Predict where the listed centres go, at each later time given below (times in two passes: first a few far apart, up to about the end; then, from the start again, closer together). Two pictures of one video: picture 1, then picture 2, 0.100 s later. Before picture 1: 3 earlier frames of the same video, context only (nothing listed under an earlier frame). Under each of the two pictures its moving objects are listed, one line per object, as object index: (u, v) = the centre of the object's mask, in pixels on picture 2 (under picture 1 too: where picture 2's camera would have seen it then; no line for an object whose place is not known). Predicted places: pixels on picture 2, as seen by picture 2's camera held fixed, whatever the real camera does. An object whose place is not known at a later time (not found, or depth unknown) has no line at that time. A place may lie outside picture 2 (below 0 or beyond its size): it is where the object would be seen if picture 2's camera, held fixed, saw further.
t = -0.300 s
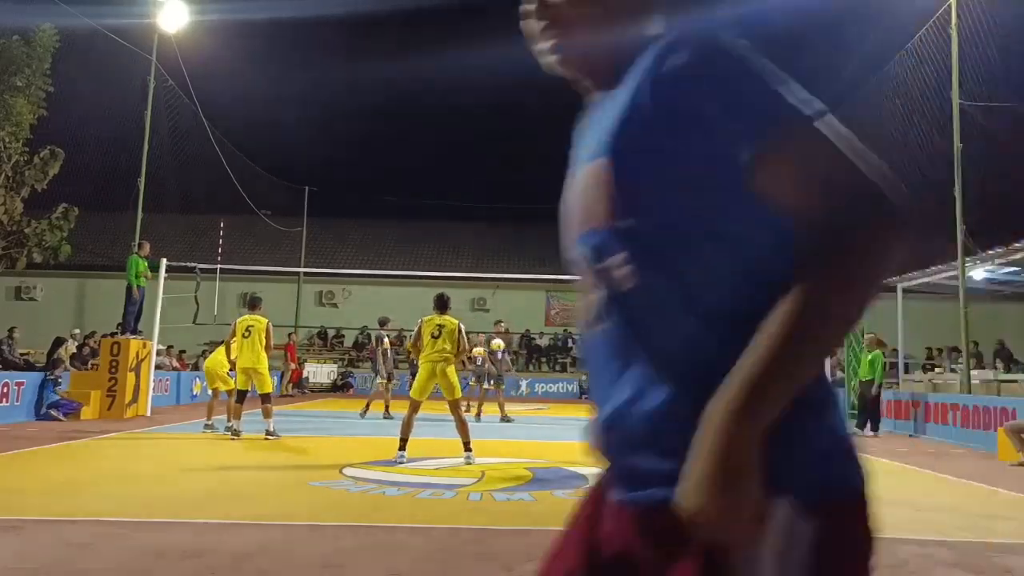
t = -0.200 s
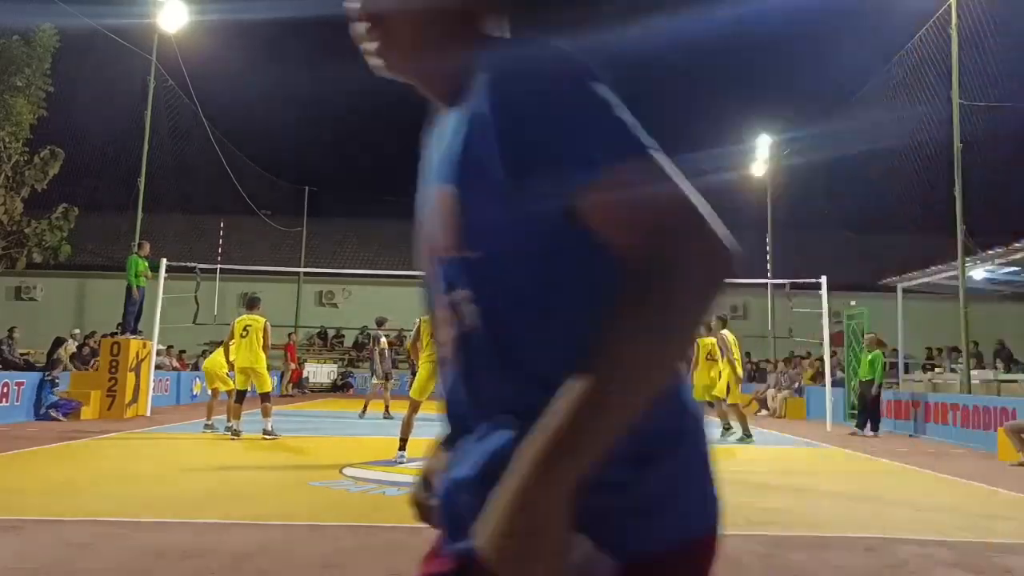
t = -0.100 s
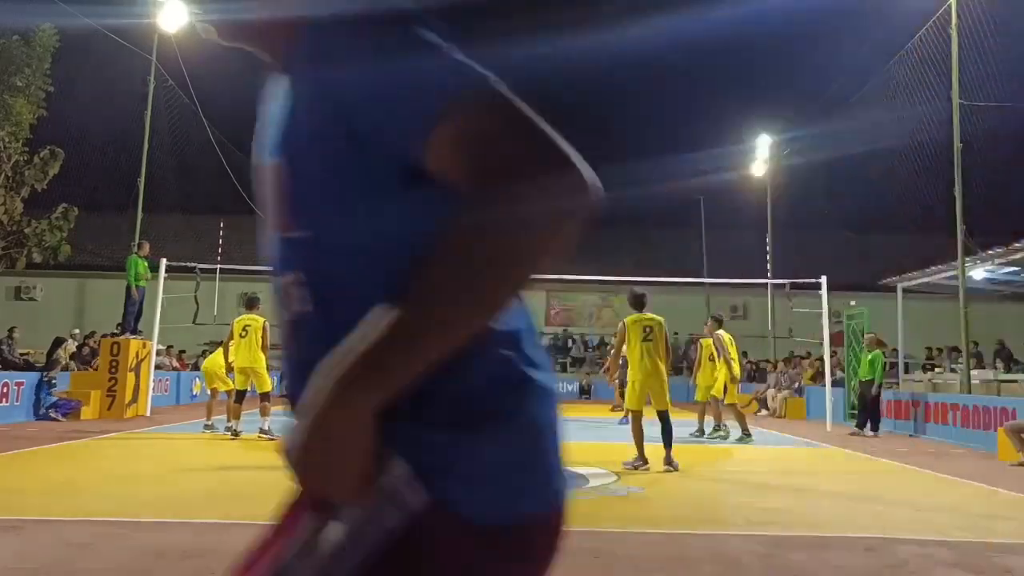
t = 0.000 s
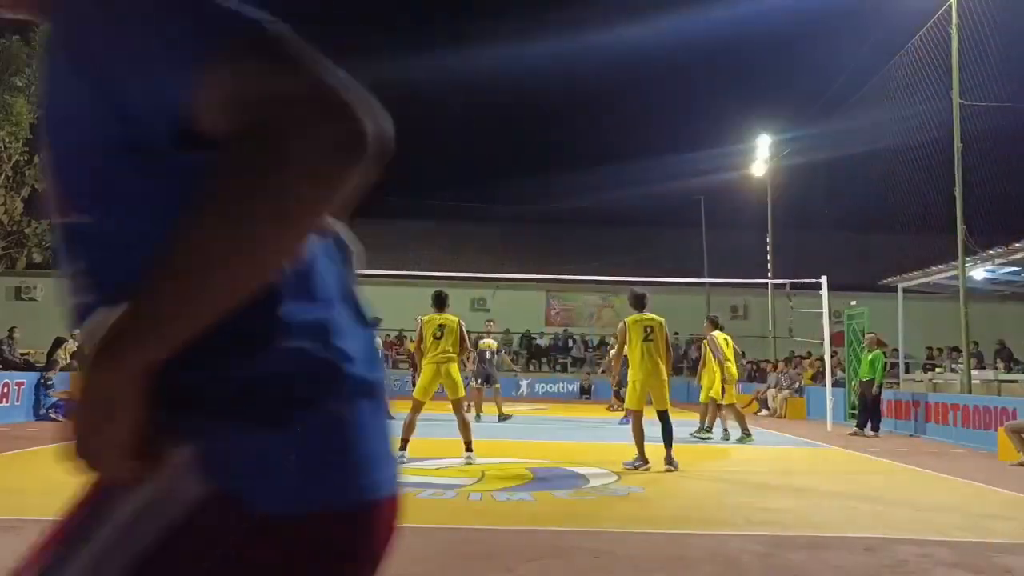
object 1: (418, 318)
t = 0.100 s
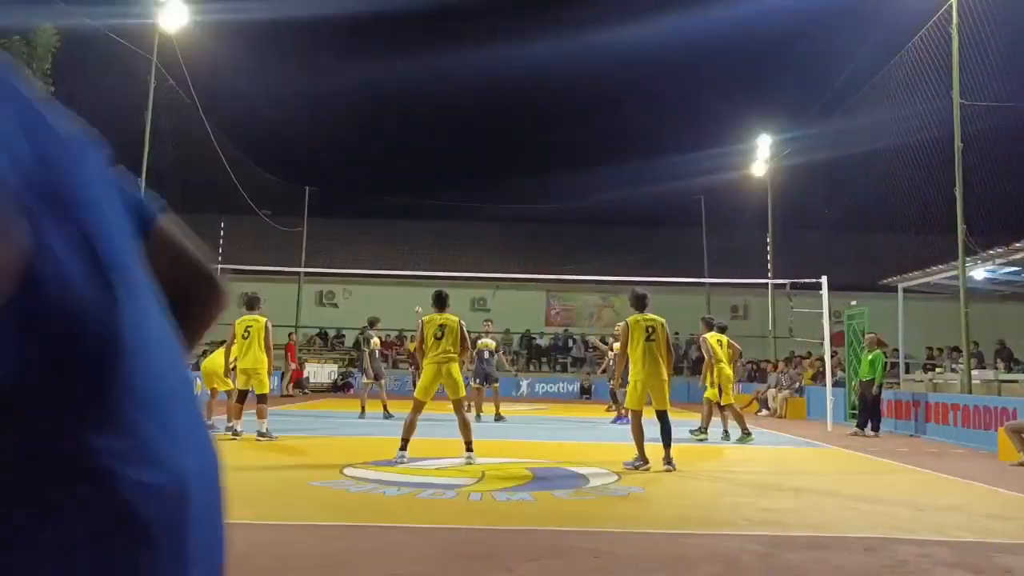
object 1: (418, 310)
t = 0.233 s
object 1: (417, 283)
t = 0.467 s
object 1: (414, 247)
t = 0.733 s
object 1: (413, 227)
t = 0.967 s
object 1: (411, 239)
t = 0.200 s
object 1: (418, 289)
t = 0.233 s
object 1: (417, 283)
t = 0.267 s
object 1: (417, 278)
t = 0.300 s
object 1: (417, 270)
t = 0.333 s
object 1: (416, 265)
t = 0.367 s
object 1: (416, 260)
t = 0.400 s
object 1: (415, 256)
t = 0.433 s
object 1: (415, 251)
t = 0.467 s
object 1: (414, 247)
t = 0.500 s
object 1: (414, 243)
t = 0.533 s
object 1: (414, 240)
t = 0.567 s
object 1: (413, 236)
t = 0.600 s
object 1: (413, 233)
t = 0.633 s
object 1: (413, 231)
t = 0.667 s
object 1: (413, 229)
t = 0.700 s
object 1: (413, 227)
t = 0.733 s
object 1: (413, 227)
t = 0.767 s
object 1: (412, 226)
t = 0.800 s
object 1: (412, 227)
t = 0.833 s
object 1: (412, 228)
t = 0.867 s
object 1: (412, 230)
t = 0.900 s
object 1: (411, 232)
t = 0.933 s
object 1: (411, 235)
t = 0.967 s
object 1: (411, 239)
